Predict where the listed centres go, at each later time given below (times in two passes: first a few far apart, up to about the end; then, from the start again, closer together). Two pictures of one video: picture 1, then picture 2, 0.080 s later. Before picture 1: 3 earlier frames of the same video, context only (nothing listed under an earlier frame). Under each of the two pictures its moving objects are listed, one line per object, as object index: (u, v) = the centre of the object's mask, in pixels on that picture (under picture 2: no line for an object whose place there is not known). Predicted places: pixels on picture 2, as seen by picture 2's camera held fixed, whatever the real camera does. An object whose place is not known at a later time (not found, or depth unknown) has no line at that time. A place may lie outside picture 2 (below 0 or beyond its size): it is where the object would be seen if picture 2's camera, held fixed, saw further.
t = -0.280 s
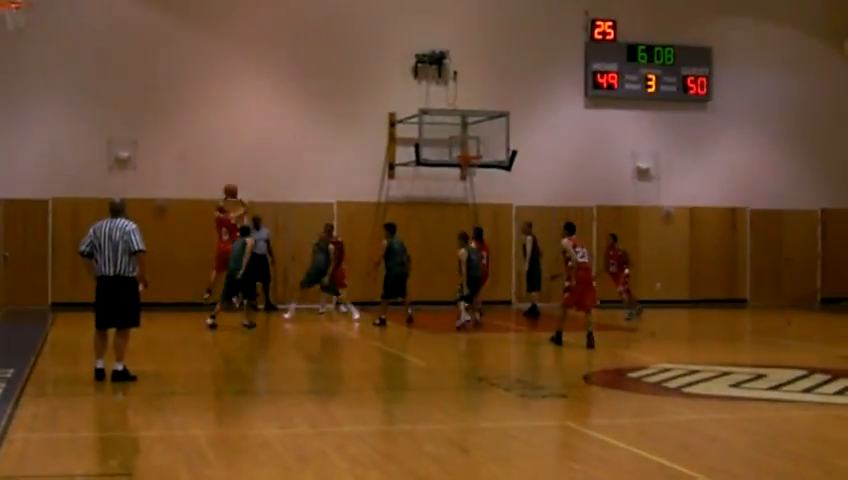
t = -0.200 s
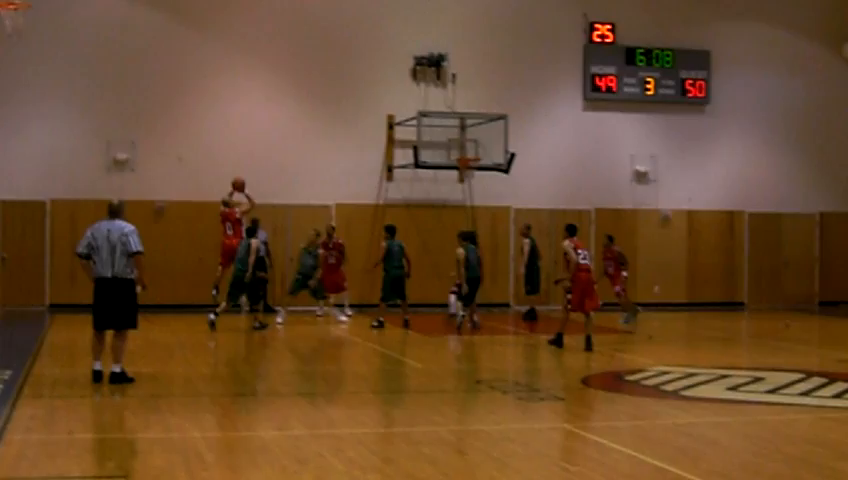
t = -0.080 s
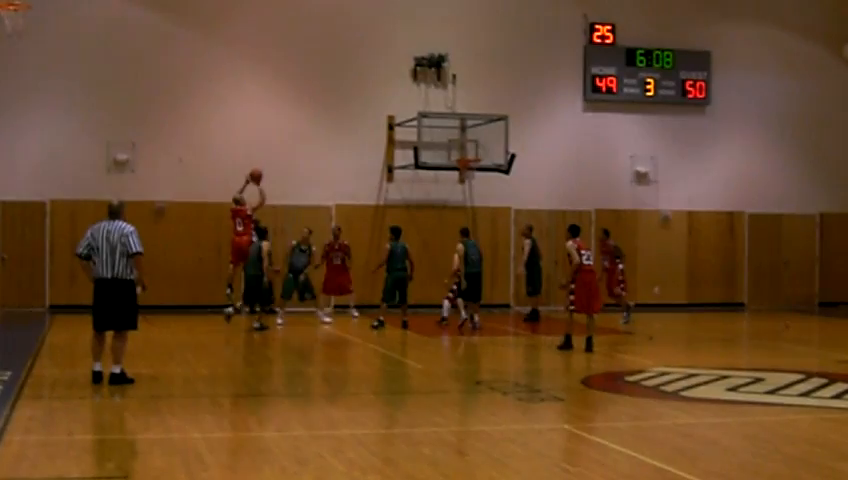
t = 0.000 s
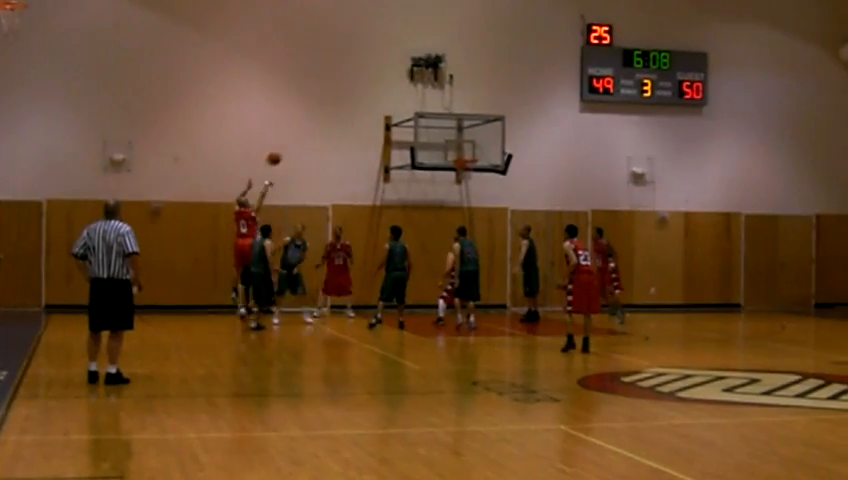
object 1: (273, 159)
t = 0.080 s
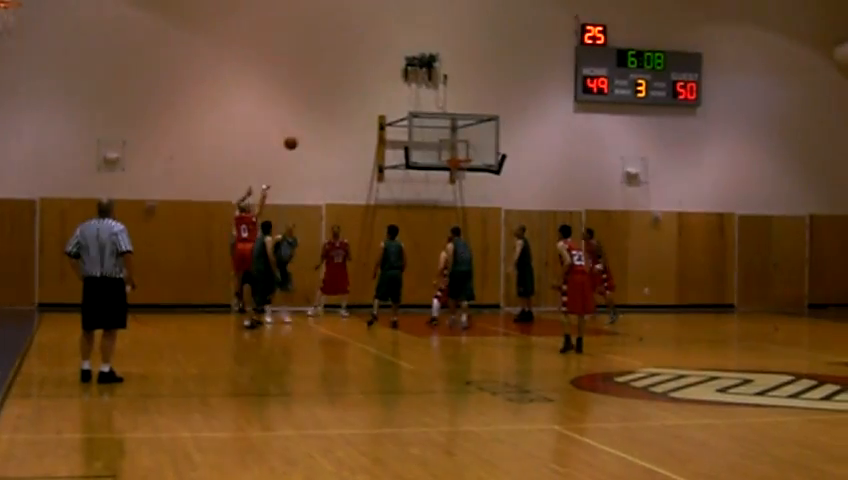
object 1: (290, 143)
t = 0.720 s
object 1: (447, 150)
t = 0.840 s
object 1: (464, 160)
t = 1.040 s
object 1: (461, 163)
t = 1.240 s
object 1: (462, 166)
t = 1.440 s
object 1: (455, 172)
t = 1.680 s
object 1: (460, 172)
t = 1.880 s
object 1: (461, 174)
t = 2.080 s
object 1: (456, 191)
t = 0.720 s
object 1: (447, 150)
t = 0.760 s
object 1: (454, 154)
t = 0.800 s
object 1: (461, 158)
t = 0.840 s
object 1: (464, 160)
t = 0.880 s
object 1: (462, 160)
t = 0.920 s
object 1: (457, 161)
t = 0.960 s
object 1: (455, 162)
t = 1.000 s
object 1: (457, 161)
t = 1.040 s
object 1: (461, 163)
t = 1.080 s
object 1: (464, 165)
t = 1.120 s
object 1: (465, 166)
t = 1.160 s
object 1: (464, 167)
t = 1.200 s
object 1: (463, 166)
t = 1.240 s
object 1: (462, 166)
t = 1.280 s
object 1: (459, 167)
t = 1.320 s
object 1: (458, 169)
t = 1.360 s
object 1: (456, 171)
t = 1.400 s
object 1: (455, 171)
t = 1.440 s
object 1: (455, 172)
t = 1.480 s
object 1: (455, 172)
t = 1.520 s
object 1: (456, 172)
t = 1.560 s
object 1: (456, 172)
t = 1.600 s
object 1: (457, 172)
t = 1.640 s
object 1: (458, 172)
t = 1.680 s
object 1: (460, 172)
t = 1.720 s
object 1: (460, 172)
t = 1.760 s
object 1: (461, 172)
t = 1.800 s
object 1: (462, 173)
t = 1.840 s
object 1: (461, 173)
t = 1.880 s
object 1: (461, 174)
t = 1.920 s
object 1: (460, 175)
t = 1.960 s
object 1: (459, 178)
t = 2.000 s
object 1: (458, 180)
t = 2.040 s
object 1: (458, 186)
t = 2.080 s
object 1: (456, 191)
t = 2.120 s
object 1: (456, 196)
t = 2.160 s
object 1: (454, 203)
